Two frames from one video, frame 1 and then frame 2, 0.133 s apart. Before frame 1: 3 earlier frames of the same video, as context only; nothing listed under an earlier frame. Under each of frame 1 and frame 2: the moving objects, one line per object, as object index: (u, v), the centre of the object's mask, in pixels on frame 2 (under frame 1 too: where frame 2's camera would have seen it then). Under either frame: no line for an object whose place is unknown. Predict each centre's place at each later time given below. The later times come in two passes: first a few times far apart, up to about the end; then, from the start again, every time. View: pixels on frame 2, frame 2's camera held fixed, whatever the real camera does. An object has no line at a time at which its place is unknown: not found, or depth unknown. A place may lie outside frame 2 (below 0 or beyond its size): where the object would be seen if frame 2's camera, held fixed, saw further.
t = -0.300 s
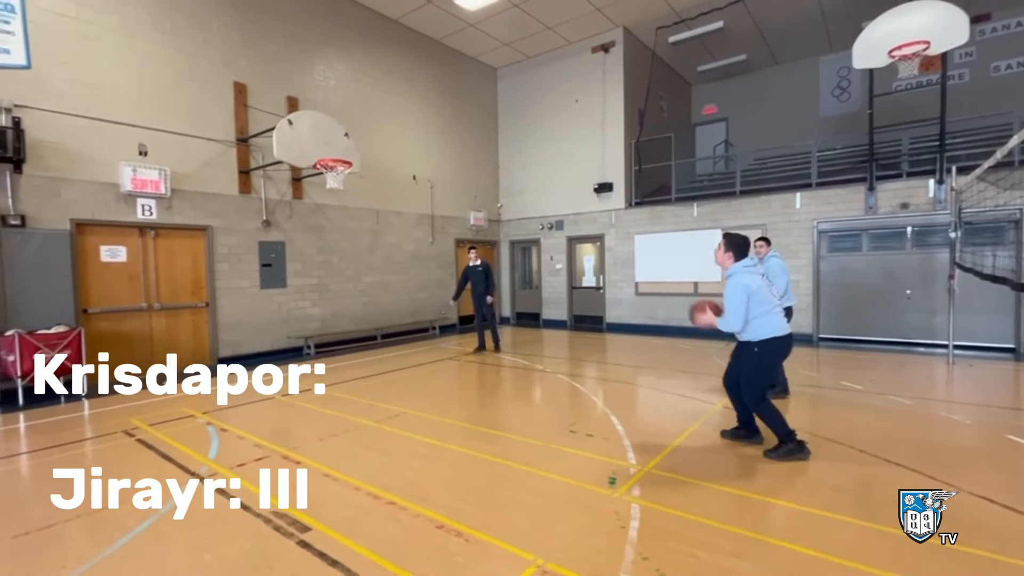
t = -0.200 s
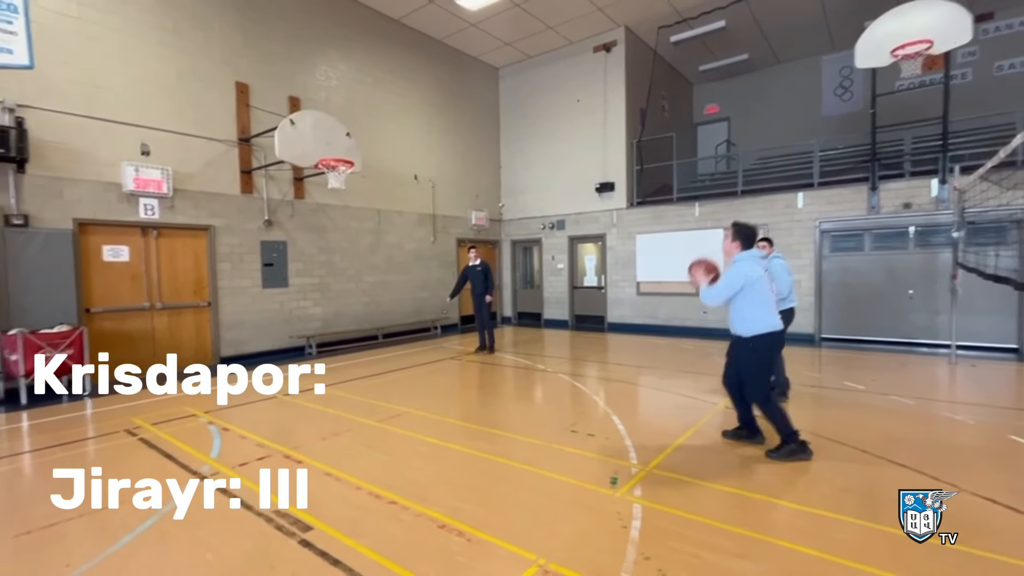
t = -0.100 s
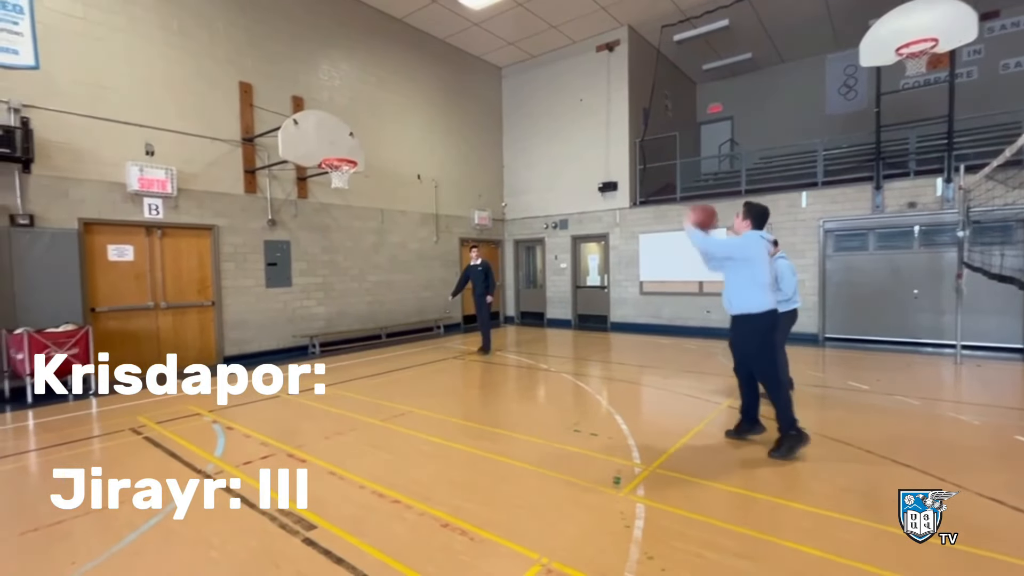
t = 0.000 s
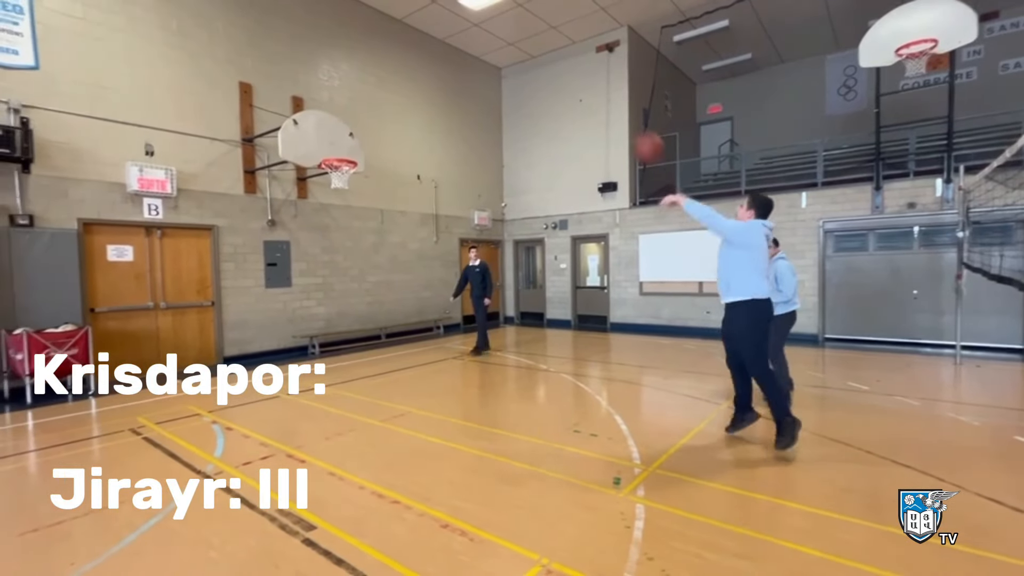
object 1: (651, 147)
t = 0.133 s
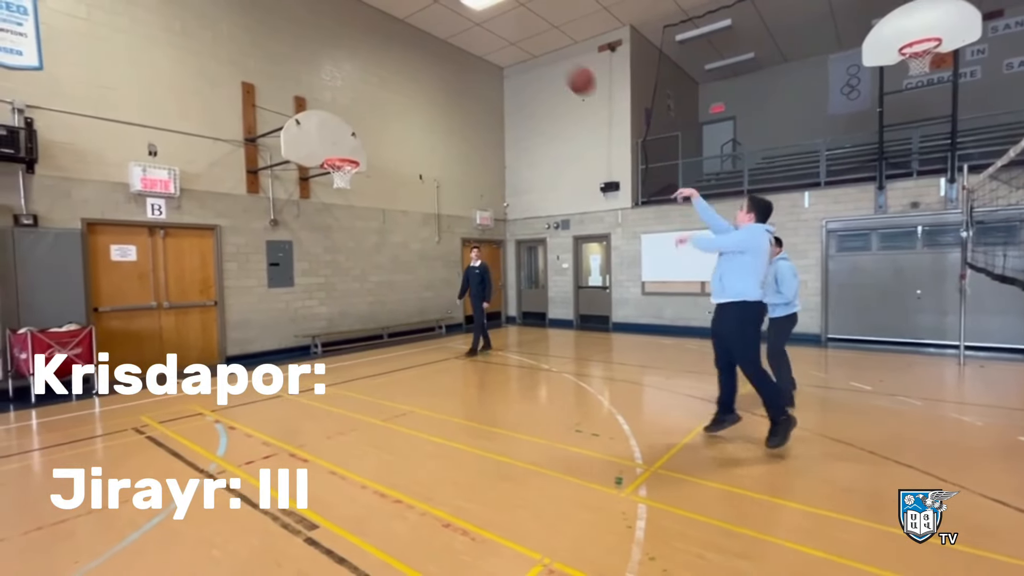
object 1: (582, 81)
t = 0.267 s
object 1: (524, 41)
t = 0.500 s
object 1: (441, 23)
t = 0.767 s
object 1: (369, 58)
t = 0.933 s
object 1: (333, 100)
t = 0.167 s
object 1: (566, 68)
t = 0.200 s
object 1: (552, 57)
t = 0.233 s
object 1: (537, 48)
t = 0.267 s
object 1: (524, 41)
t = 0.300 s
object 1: (511, 35)
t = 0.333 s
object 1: (498, 30)
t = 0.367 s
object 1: (486, 27)
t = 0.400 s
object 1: (474, 24)
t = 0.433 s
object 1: (462, 23)
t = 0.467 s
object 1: (451, 23)
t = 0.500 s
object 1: (441, 23)
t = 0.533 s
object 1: (431, 24)
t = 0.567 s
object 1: (421, 26)
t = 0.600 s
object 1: (413, 30)
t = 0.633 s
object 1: (404, 34)
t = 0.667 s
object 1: (395, 39)
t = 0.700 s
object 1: (386, 45)
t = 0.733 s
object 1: (378, 51)
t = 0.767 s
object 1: (369, 58)
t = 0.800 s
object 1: (361, 65)
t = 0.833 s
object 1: (354, 73)
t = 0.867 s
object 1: (347, 82)
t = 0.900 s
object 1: (340, 91)
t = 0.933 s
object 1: (333, 100)
